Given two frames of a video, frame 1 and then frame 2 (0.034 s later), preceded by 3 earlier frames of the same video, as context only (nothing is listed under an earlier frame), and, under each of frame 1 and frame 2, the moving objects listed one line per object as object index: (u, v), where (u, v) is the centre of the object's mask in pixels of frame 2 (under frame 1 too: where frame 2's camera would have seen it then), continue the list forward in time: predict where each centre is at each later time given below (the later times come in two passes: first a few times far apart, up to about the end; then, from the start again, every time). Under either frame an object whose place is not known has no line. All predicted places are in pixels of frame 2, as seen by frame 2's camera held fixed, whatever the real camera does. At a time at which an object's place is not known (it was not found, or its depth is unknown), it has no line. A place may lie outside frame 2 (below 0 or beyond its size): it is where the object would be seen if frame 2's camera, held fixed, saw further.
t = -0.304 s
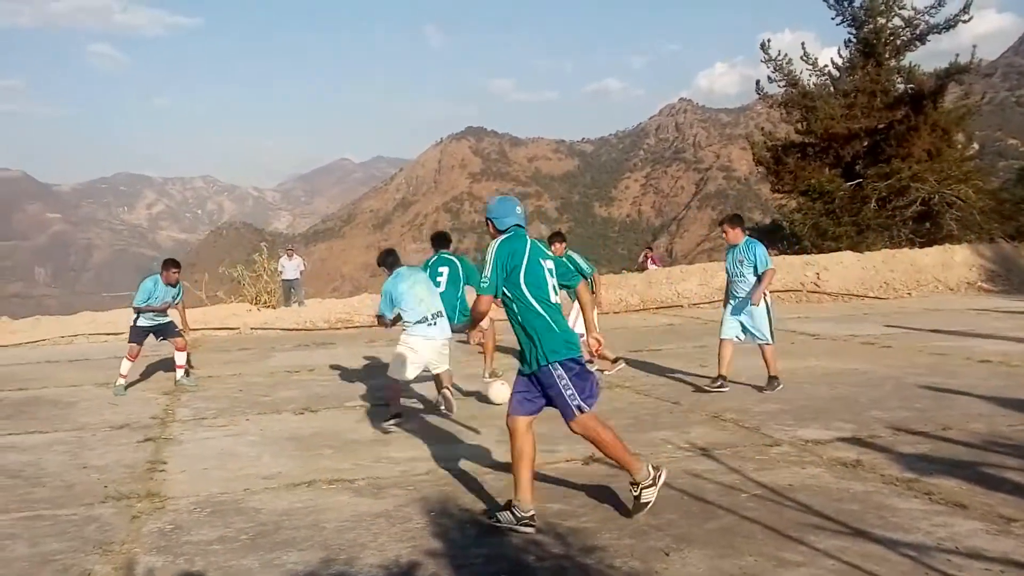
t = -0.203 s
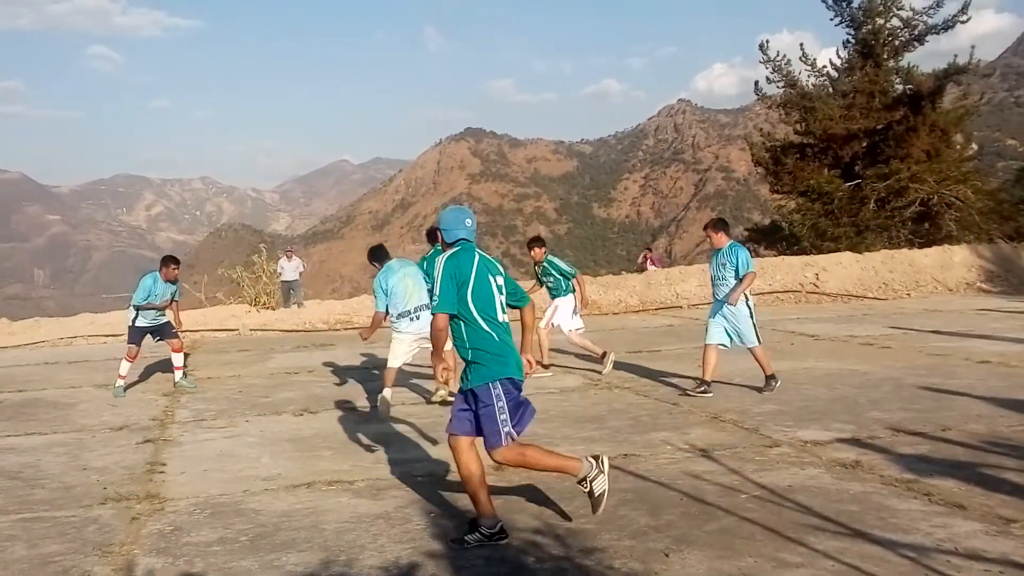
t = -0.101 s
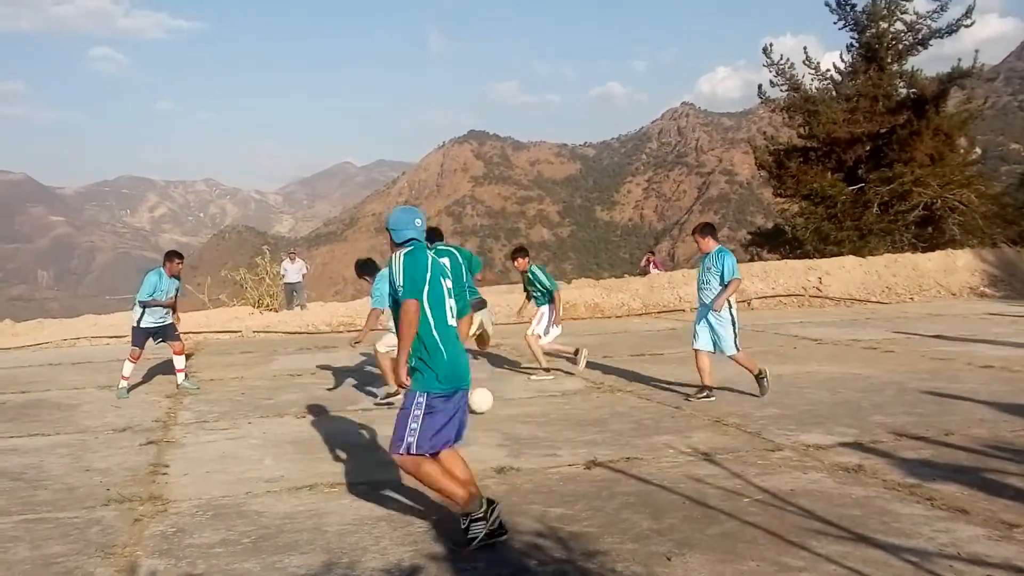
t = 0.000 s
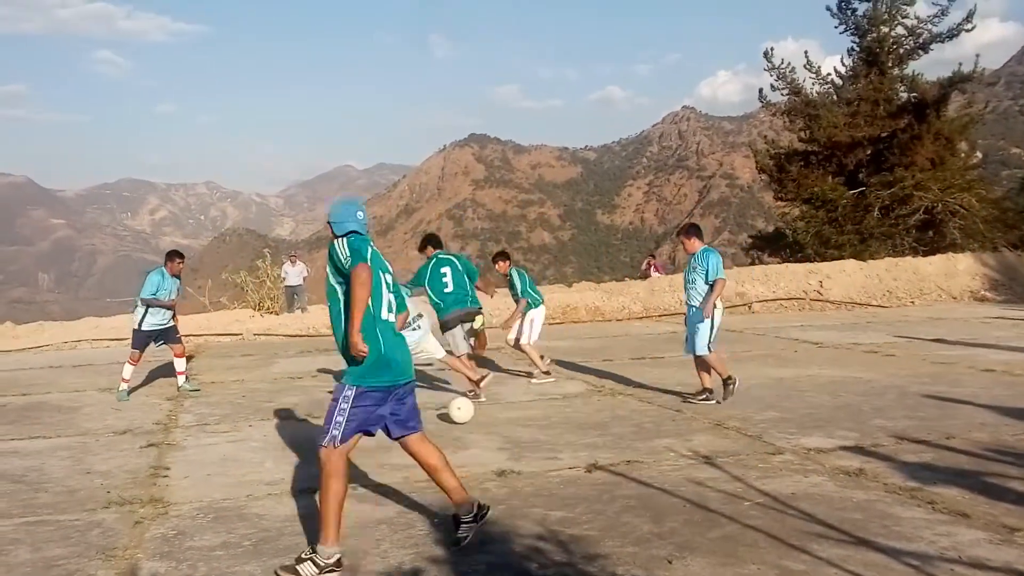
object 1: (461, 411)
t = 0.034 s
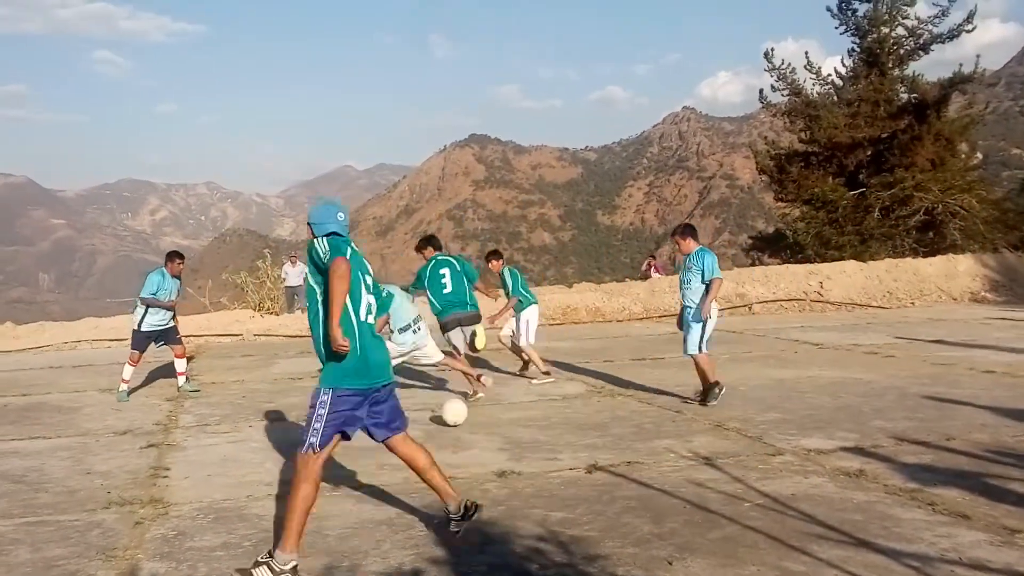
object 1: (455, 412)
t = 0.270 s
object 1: (400, 433)
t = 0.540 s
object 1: (324, 456)
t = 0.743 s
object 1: (254, 477)
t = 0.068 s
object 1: (447, 414)
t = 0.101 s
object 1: (440, 418)
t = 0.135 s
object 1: (432, 421)
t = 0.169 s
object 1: (425, 422)
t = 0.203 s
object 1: (416, 425)
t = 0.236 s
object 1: (408, 428)
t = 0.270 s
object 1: (400, 433)
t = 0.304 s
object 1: (391, 433)
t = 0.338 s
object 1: (382, 435)
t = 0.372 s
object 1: (373, 439)
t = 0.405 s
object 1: (364, 443)
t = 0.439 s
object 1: (355, 443)
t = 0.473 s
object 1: (345, 446)
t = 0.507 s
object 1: (335, 450)
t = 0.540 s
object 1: (324, 456)
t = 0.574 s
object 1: (313, 458)
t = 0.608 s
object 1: (302, 459)
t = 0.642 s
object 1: (291, 463)
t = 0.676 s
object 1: (279, 467)
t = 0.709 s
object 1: (267, 475)
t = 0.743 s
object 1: (254, 477)
